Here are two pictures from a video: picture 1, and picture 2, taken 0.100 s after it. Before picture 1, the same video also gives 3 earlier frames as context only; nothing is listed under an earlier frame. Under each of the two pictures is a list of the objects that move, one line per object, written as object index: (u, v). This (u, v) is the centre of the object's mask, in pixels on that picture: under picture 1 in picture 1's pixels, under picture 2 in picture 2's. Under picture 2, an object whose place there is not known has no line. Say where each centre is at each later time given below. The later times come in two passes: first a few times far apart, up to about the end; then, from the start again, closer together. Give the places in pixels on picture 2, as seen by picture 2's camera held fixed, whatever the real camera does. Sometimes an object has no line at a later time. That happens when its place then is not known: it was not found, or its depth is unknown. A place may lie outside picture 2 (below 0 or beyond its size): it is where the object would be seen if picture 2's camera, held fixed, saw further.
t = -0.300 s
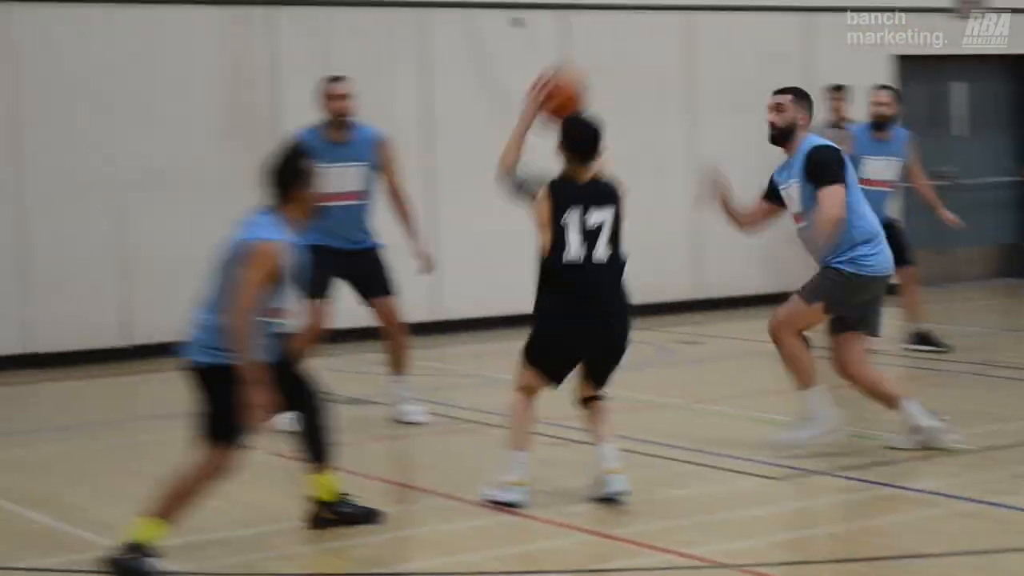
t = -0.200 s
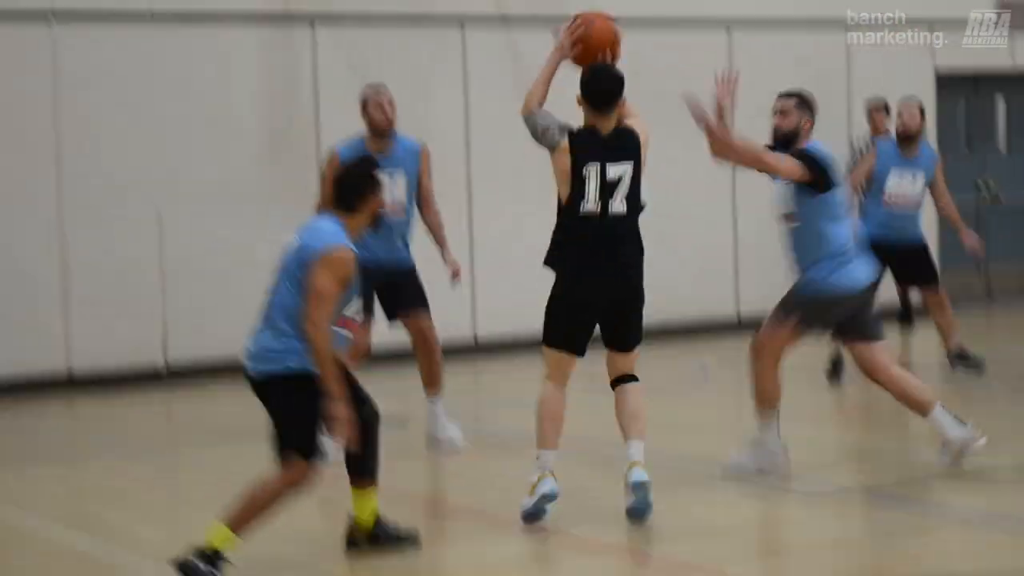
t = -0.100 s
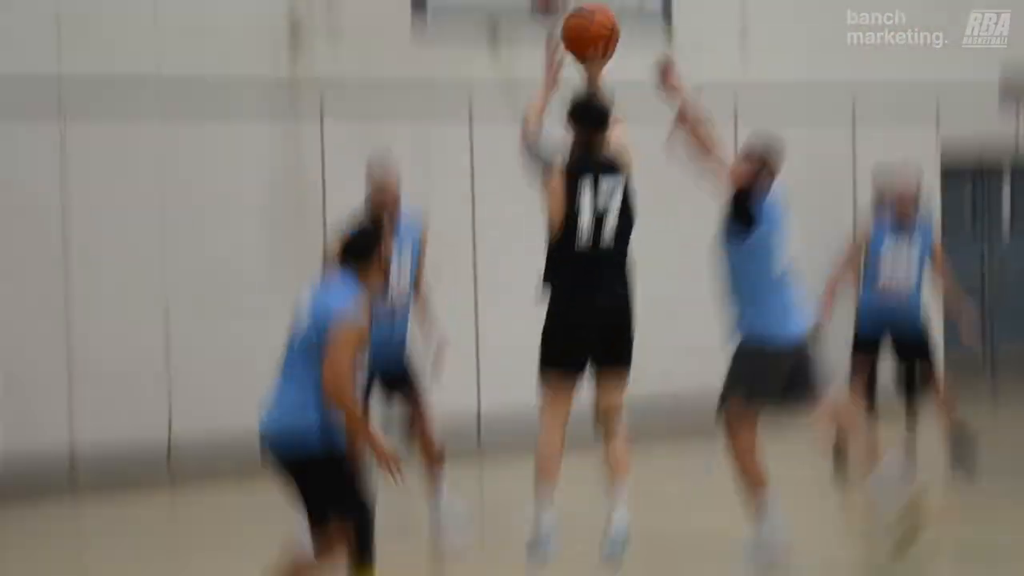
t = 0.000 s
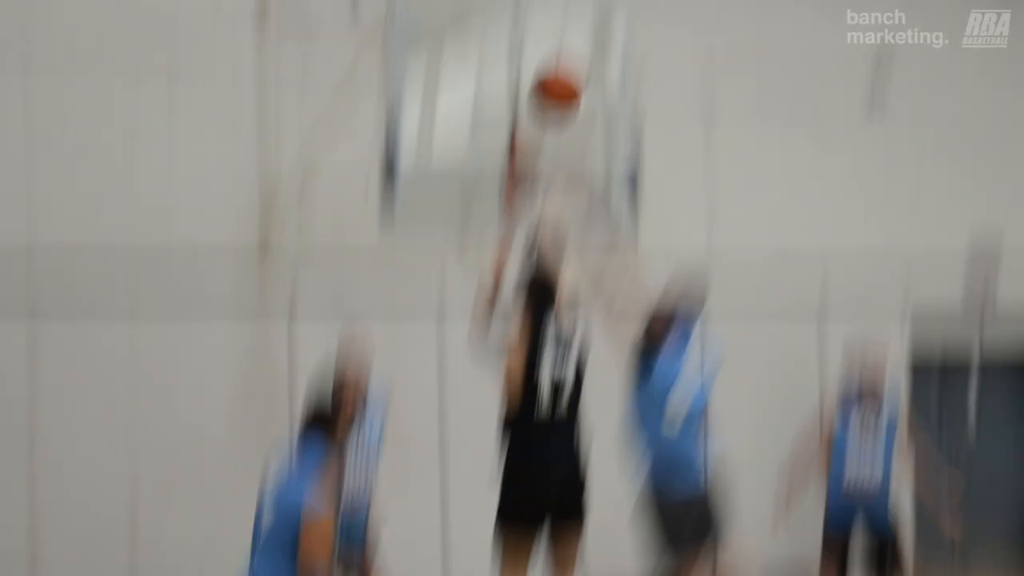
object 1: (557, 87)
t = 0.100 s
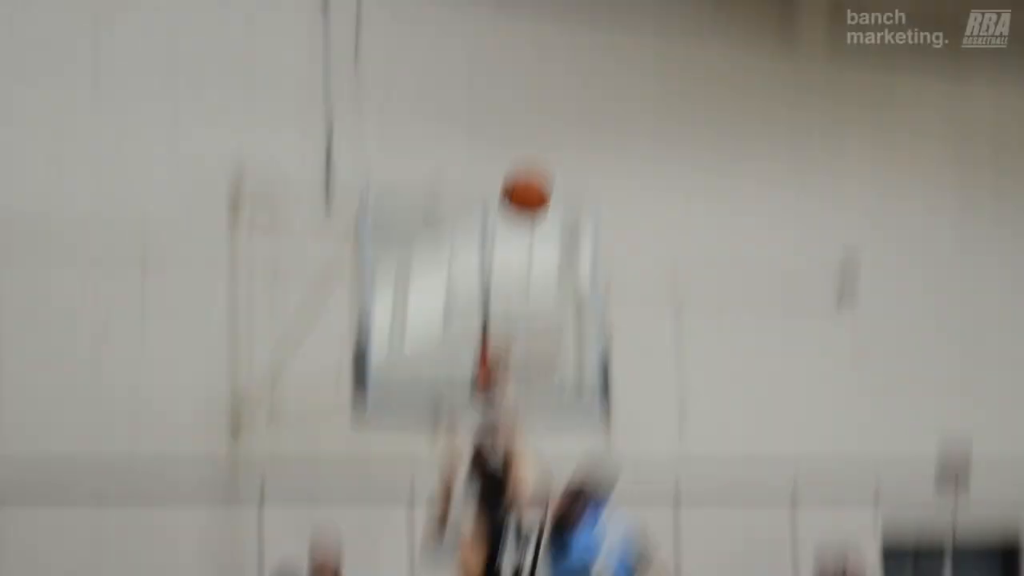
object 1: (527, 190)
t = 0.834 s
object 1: (545, 236)
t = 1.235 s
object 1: (522, 274)
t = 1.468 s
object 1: (531, 271)
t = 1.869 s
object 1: (529, 334)
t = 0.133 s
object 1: (525, 176)
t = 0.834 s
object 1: (545, 236)
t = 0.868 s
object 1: (546, 256)
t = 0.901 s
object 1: (547, 278)
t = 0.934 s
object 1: (548, 301)
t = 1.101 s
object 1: (533, 308)
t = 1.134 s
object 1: (528, 298)
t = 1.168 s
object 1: (522, 289)
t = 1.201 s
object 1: (521, 280)
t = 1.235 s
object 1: (522, 274)
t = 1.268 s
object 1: (523, 268)
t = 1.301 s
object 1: (525, 264)
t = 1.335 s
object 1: (526, 262)
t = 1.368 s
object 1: (527, 262)
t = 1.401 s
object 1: (528, 263)
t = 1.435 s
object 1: (529, 266)
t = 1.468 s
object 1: (531, 271)
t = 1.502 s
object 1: (533, 277)
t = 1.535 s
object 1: (534, 285)
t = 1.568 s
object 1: (536, 295)
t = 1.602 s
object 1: (537, 307)
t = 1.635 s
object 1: (540, 321)
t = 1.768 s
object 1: (536, 331)
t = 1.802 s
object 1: (534, 330)
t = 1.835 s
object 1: (532, 331)
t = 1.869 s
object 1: (529, 334)
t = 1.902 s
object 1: (528, 338)
